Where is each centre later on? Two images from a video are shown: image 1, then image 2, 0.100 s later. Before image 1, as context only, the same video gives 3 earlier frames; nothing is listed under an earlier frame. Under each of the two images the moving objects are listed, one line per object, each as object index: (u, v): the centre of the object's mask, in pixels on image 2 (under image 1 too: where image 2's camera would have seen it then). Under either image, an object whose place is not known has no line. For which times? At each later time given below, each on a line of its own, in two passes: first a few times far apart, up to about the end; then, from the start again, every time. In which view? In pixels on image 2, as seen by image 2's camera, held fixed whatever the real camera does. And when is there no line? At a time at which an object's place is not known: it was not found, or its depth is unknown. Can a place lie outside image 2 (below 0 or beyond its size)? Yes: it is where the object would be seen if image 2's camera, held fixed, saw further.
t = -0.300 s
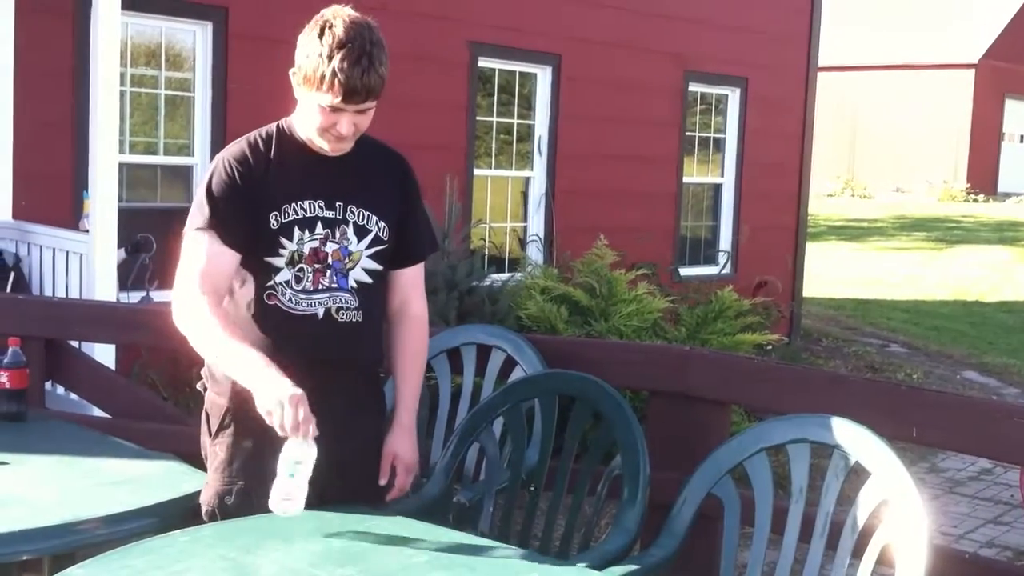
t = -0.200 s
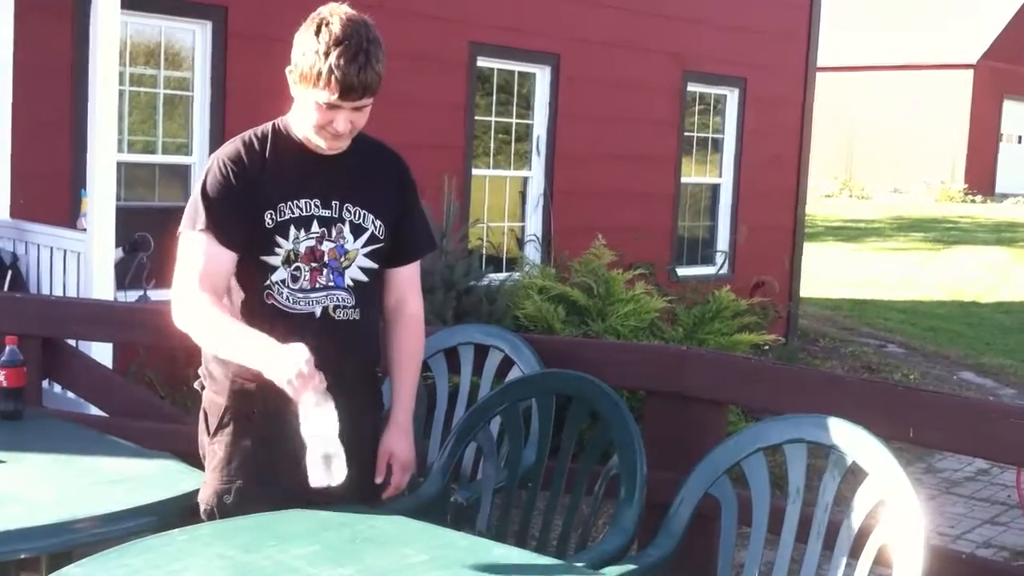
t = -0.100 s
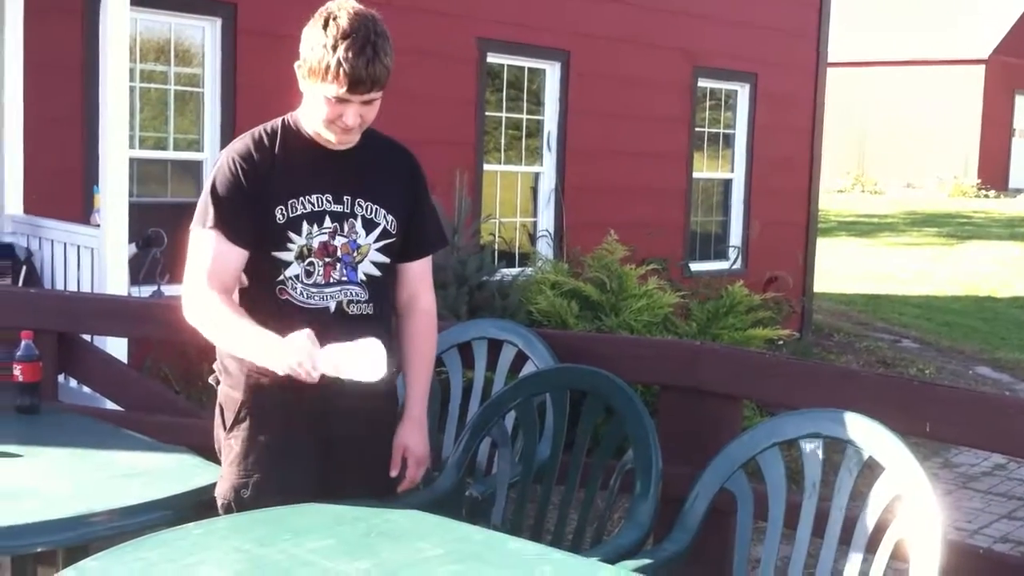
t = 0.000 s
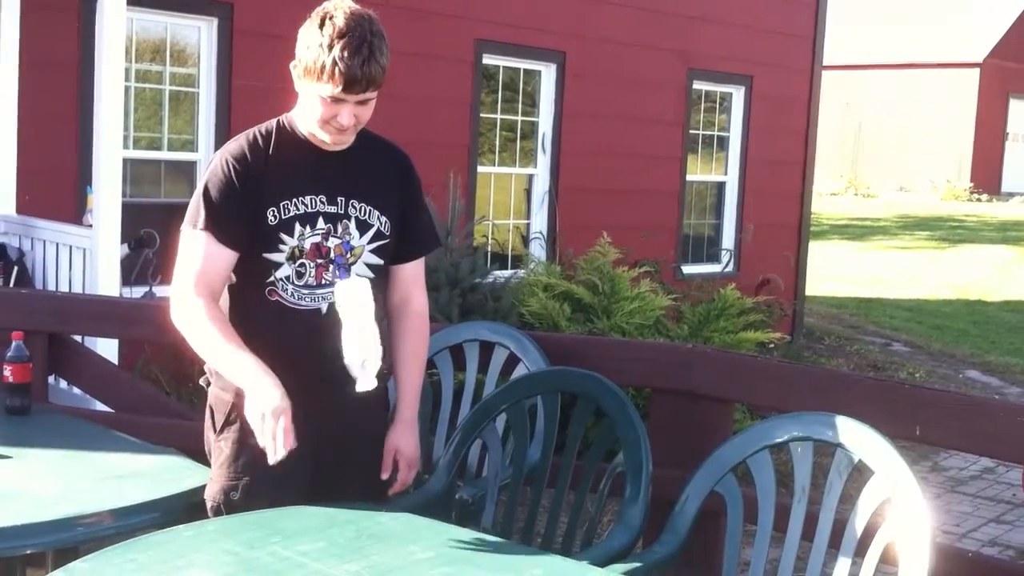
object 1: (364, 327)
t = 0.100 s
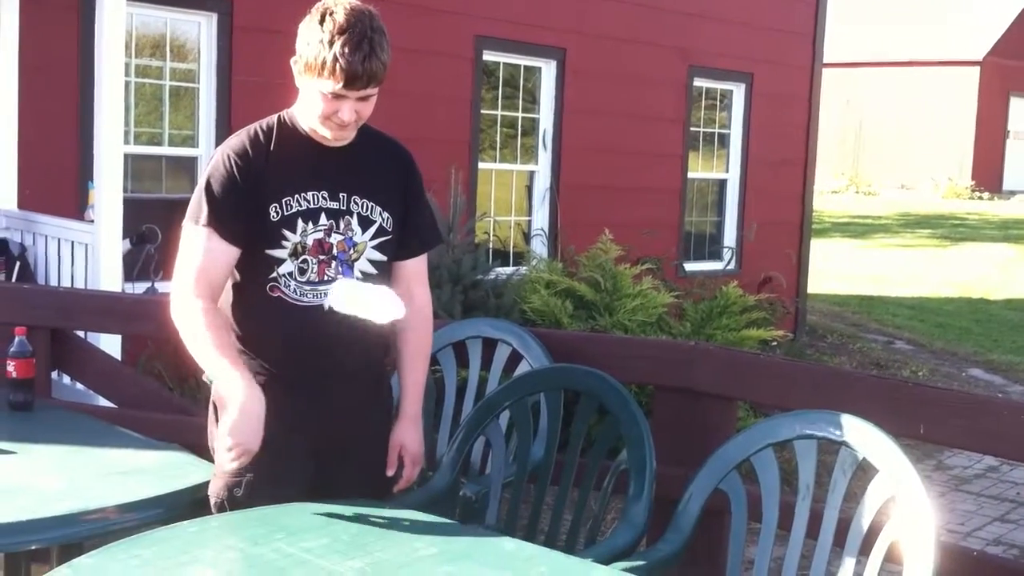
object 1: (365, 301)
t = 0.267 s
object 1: (354, 397)
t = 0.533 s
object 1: (359, 489)
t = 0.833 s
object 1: (352, 482)
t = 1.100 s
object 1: (352, 485)
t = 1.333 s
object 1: (344, 486)
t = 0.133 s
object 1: (364, 308)
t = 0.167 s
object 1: (364, 320)
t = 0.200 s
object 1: (362, 340)
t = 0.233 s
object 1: (358, 366)
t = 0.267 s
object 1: (354, 397)
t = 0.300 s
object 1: (352, 432)
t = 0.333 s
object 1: (350, 472)
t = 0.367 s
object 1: (351, 495)
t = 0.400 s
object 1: (354, 492)
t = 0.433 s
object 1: (355, 490)
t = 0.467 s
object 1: (355, 490)
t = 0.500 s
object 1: (357, 490)
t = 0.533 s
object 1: (359, 489)
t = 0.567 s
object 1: (360, 488)
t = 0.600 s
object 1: (362, 488)
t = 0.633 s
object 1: (363, 488)
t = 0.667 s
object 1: (364, 488)
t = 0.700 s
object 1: (364, 487)
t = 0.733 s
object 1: (363, 485)
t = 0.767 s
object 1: (361, 484)
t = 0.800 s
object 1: (358, 483)
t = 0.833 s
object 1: (352, 482)
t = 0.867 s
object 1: (347, 483)
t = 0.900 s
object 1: (342, 483)
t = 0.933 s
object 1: (341, 483)
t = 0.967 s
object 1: (340, 484)
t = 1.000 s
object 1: (340, 484)
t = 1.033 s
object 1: (342, 484)
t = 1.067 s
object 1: (347, 485)
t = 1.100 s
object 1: (352, 485)
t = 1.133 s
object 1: (355, 484)
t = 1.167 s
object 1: (355, 483)
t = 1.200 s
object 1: (355, 484)
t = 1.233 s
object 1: (354, 485)
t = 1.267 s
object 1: (352, 486)
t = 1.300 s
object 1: (347, 485)
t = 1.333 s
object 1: (344, 486)
